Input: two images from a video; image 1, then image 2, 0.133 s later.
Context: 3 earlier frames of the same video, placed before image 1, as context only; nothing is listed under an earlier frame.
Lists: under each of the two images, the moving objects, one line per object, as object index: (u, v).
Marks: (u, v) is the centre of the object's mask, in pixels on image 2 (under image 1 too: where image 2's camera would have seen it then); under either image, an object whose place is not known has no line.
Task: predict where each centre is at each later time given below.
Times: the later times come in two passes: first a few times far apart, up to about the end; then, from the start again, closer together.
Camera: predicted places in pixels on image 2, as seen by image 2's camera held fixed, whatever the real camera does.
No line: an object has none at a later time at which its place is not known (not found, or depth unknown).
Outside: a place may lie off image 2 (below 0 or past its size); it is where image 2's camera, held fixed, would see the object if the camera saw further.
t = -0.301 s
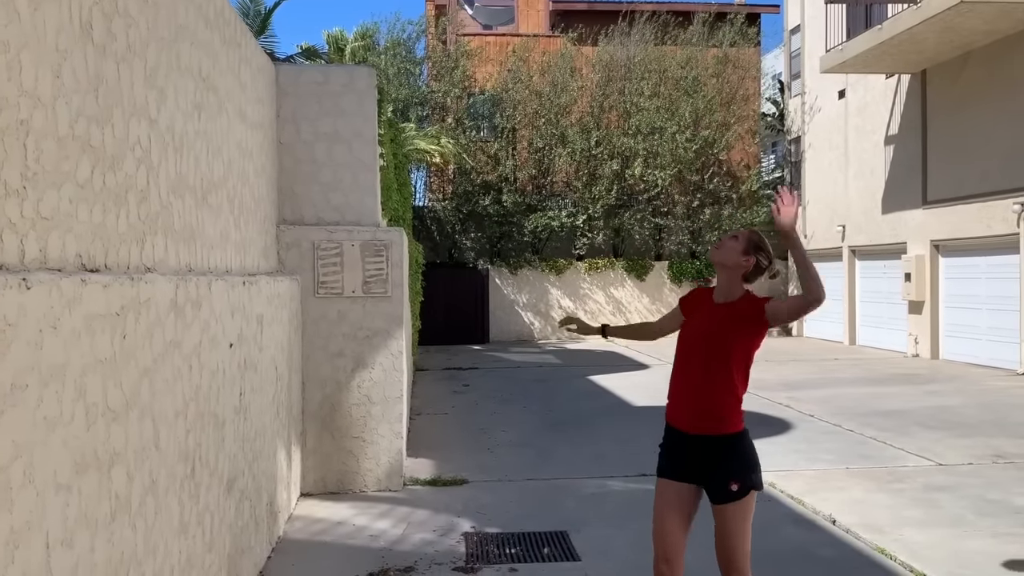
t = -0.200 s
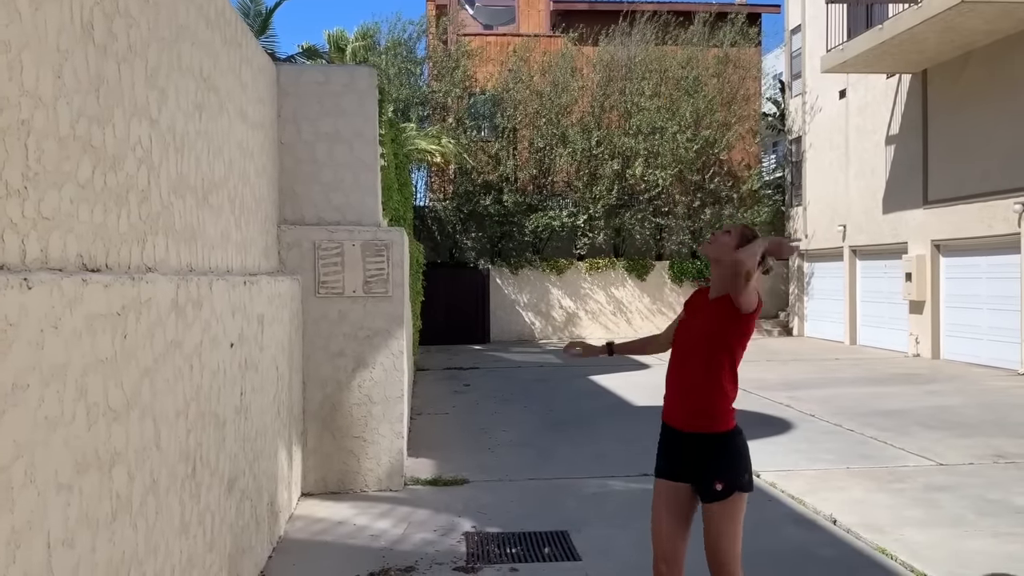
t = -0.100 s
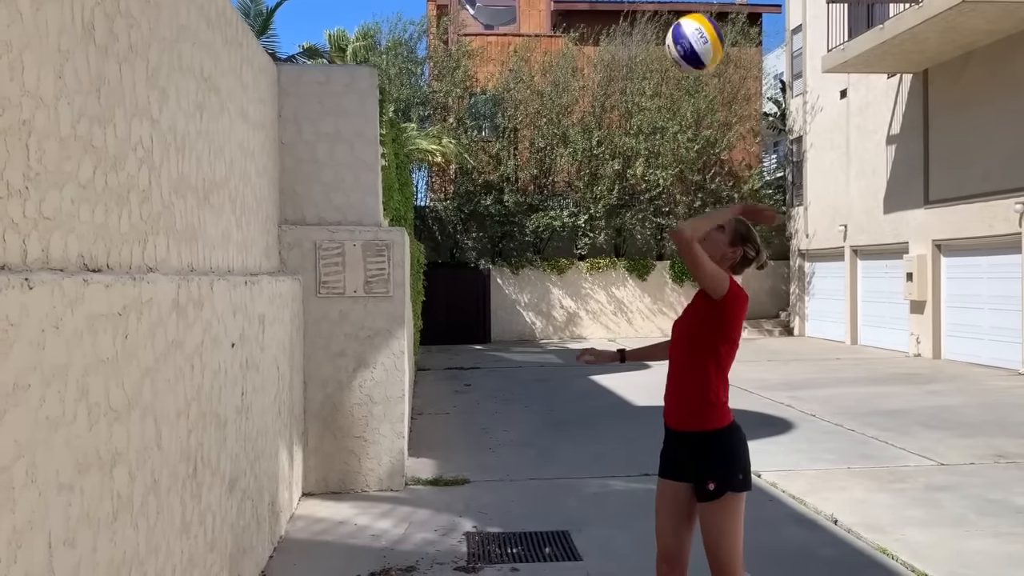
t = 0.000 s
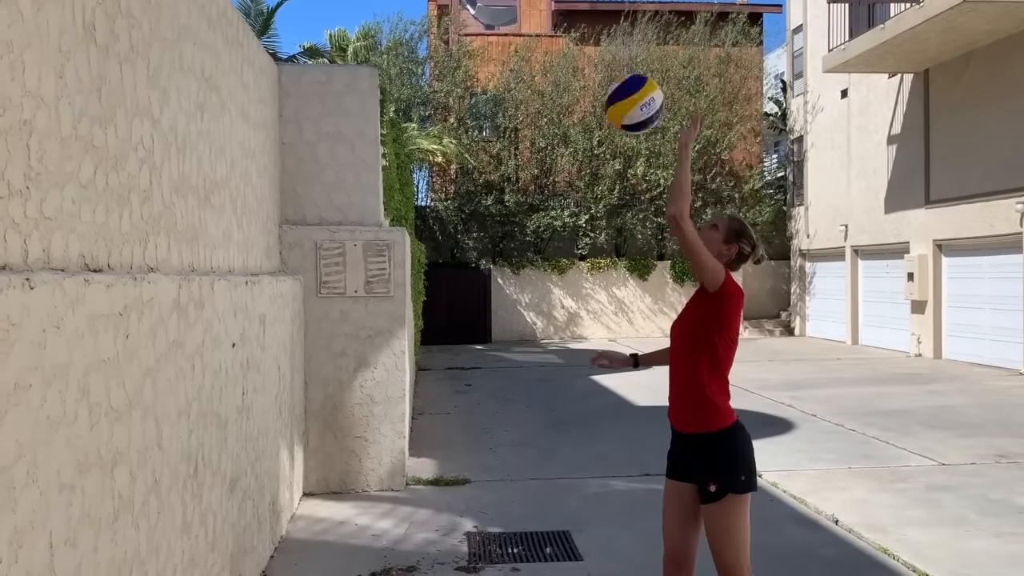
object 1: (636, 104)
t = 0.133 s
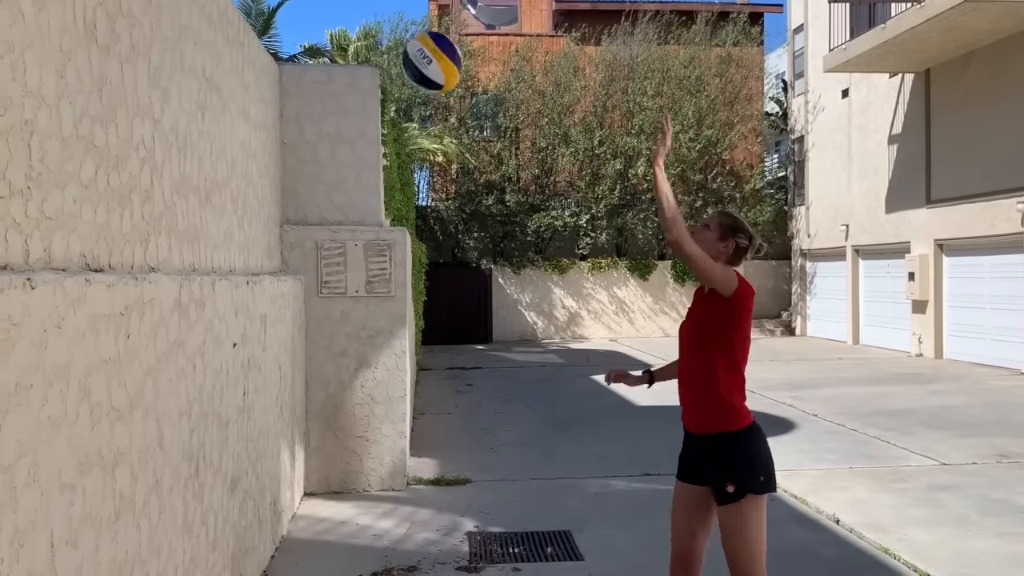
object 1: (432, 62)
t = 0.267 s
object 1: (217, 72)
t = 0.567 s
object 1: (357, 131)
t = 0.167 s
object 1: (379, 59)
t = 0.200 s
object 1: (325, 60)
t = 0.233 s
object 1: (271, 65)
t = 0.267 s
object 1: (217, 72)
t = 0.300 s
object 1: (164, 81)
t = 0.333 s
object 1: (108, 95)
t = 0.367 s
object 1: (110, 97)
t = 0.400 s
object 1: (152, 95)
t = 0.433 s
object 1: (194, 96)
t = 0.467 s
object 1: (236, 101)
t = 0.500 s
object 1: (276, 108)
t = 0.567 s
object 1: (357, 131)
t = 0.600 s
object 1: (395, 148)
